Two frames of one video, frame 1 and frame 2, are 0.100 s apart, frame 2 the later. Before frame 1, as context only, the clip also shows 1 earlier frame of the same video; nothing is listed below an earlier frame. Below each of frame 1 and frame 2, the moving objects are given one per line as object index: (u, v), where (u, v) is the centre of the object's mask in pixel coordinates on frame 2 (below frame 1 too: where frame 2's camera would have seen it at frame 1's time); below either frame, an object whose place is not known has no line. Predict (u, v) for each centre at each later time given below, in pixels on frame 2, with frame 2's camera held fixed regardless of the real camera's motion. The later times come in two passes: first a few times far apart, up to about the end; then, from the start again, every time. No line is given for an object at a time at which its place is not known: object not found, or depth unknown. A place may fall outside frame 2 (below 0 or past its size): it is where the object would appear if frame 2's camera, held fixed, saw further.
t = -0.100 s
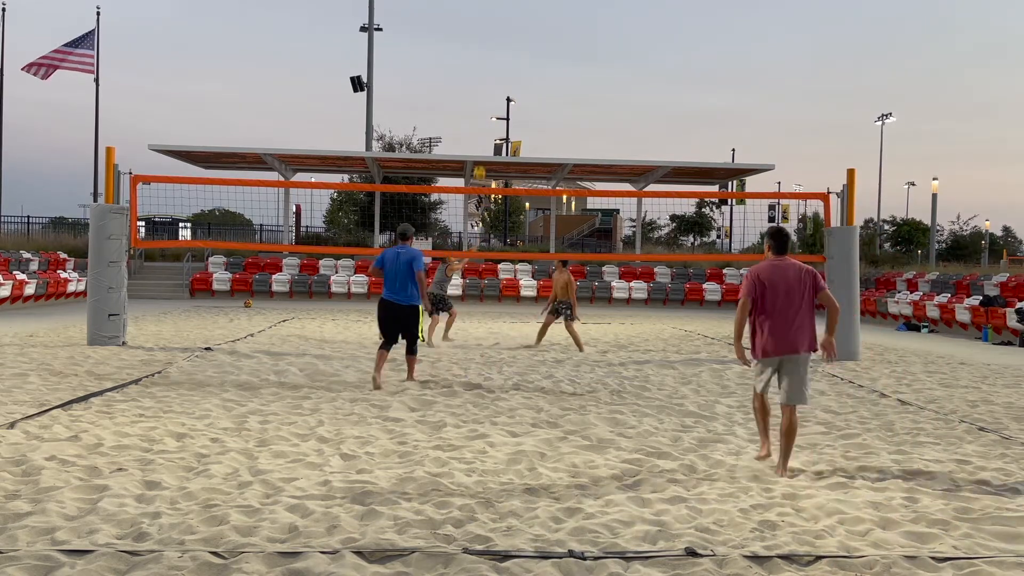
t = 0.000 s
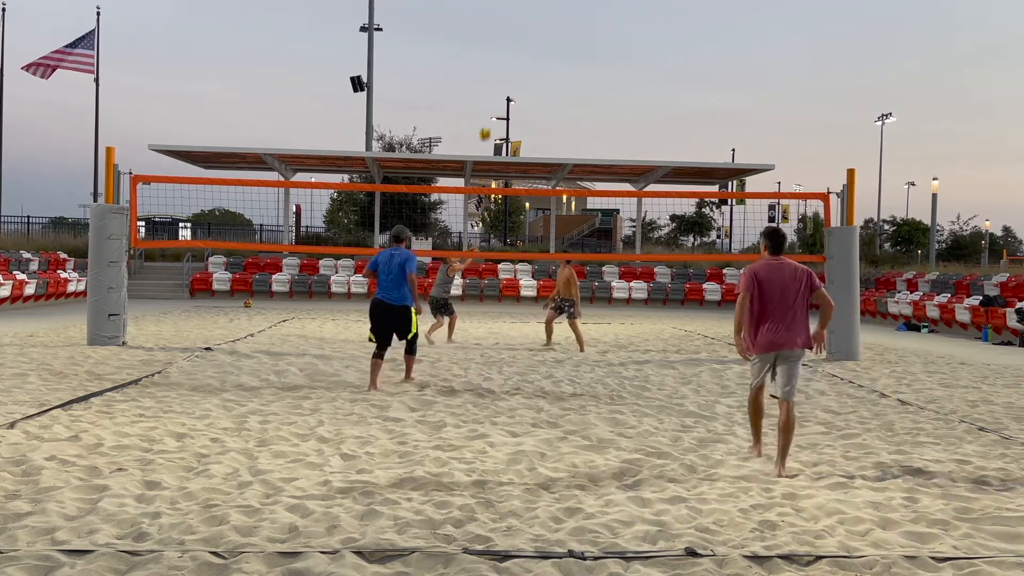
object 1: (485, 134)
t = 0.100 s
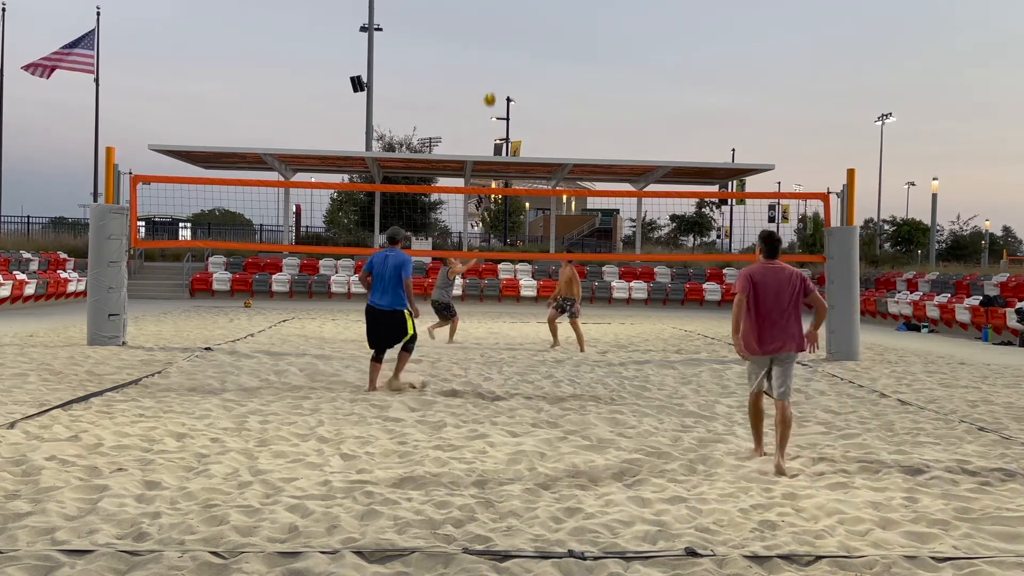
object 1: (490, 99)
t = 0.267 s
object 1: (498, 56)
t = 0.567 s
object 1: (512, 17)
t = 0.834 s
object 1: (522, 26)
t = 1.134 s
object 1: (530, 84)
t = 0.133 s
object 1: (491, 89)
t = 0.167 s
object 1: (493, 80)
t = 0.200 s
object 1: (495, 71)
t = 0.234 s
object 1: (496, 63)
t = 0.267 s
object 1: (498, 56)
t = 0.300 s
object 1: (499, 49)
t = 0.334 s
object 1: (501, 43)
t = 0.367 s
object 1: (503, 37)
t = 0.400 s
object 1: (504, 32)
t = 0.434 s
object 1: (506, 28)
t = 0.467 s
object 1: (507, 24)
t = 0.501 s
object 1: (509, 21)
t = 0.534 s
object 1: (510, 19)
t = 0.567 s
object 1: (512, 17)
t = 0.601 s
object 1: (513, 16)
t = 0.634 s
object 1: (514, 16)
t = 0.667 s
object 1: (516, 16)
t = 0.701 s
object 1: (517, 17)
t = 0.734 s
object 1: (518, 18)
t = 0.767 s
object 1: (519, 20)
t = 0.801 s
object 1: (520, 23)
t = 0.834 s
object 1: (522, 26)
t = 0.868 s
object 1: (523, 30)
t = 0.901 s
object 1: (524, 35)
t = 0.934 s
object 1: (525, 40)
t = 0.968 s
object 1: (526, 46)
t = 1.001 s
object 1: (527, 53)
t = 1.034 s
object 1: (528, 60)
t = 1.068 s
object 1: (529, 67)
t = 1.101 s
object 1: (530, 76)
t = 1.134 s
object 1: (530, 84)
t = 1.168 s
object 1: (531, 94)
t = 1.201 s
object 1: (532, 104)
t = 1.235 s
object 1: (533, 115)
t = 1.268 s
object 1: (534, 126)
